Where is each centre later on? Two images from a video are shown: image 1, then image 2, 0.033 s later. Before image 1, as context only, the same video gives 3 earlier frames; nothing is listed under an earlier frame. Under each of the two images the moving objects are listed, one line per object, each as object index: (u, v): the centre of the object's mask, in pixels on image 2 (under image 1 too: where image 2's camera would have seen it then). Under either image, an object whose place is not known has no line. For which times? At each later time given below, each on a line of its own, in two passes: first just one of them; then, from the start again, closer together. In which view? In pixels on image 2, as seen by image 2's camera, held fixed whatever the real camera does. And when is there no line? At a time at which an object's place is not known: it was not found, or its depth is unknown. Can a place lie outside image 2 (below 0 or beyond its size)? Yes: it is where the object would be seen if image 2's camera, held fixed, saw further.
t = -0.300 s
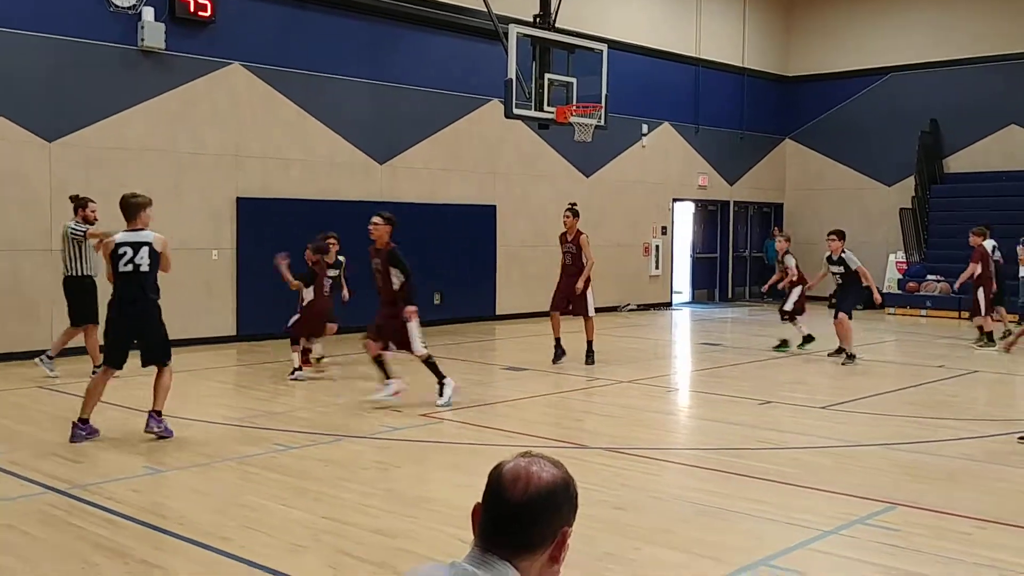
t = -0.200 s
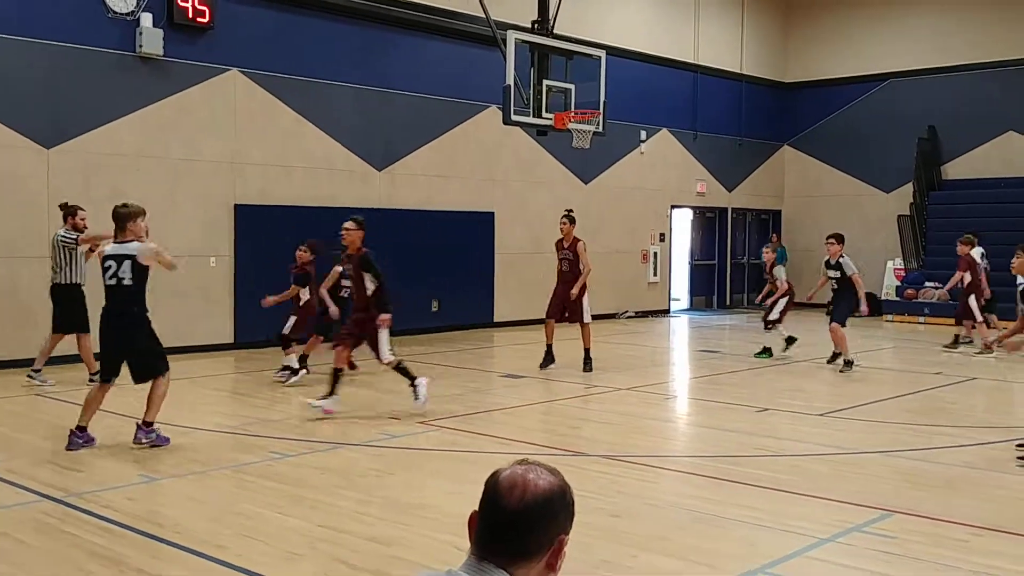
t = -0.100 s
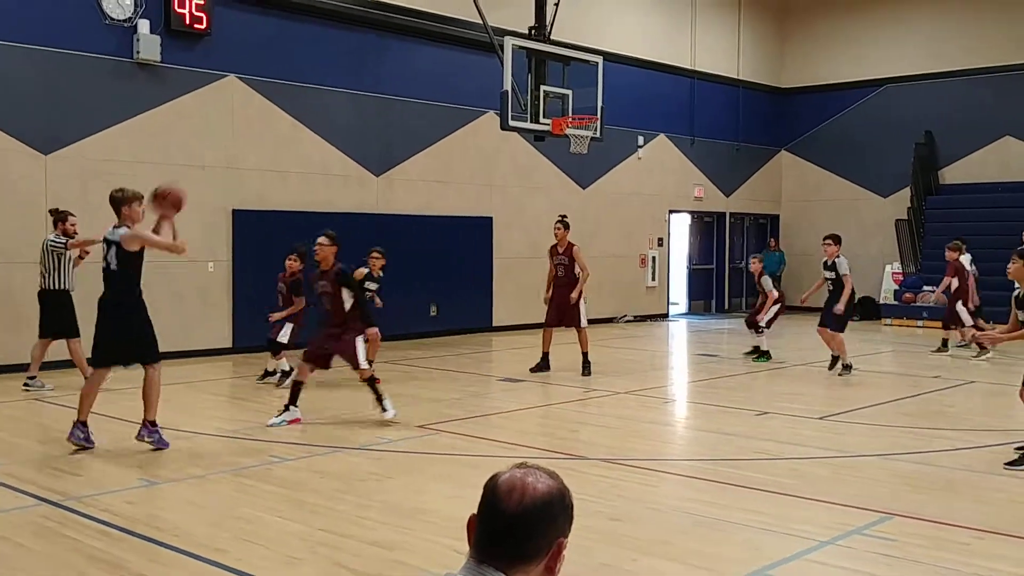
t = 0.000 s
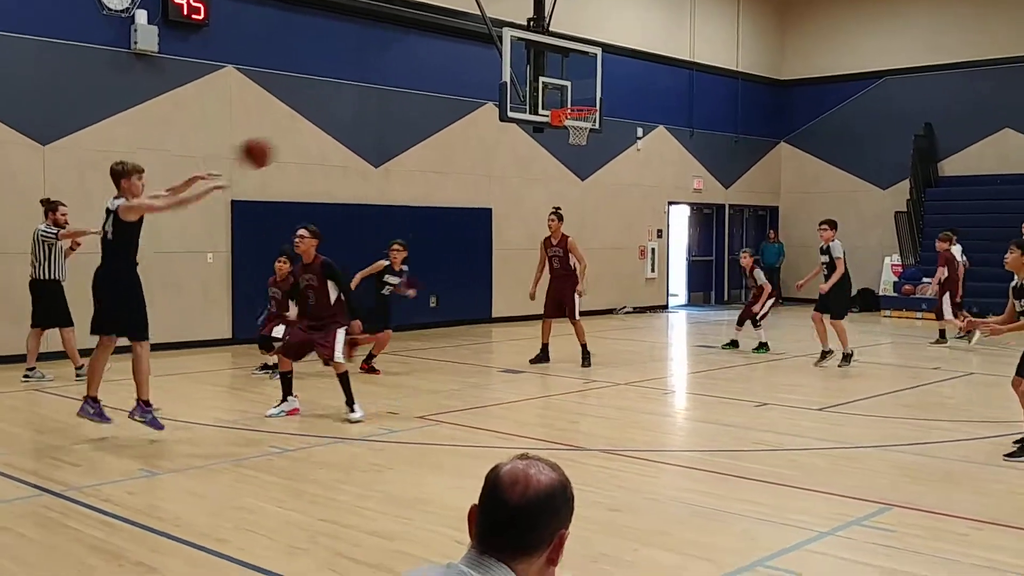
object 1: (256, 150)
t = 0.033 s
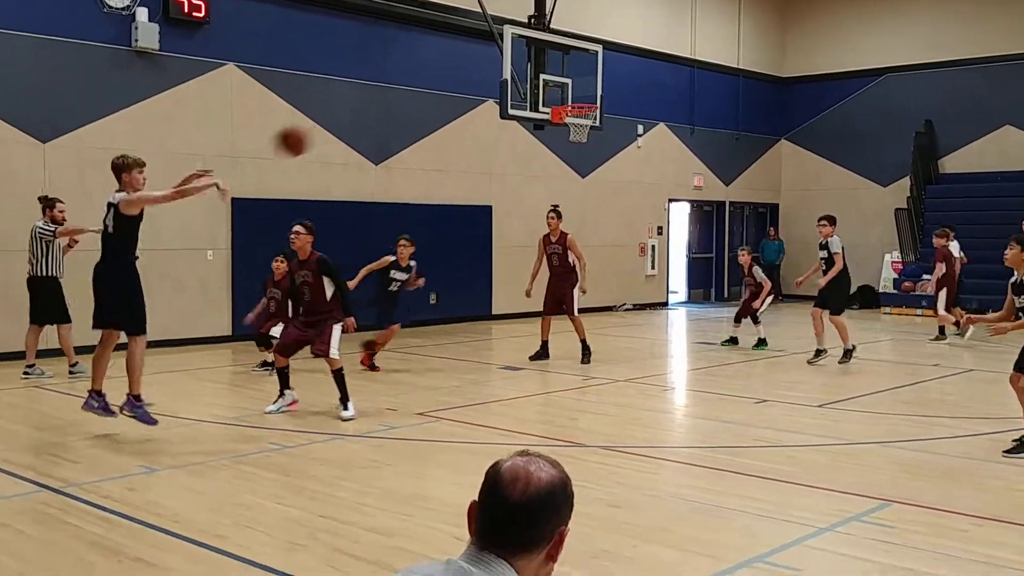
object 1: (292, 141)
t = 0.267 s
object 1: (551, 115)
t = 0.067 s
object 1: (331, 131)
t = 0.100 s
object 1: (364, 124)
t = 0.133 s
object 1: (402, 119)
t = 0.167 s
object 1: (436, 116)
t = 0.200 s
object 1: (475, 114)
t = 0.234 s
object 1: (512, 114)
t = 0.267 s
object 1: (551, 115)
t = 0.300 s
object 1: (588, 117)
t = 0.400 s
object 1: (702, 133)
